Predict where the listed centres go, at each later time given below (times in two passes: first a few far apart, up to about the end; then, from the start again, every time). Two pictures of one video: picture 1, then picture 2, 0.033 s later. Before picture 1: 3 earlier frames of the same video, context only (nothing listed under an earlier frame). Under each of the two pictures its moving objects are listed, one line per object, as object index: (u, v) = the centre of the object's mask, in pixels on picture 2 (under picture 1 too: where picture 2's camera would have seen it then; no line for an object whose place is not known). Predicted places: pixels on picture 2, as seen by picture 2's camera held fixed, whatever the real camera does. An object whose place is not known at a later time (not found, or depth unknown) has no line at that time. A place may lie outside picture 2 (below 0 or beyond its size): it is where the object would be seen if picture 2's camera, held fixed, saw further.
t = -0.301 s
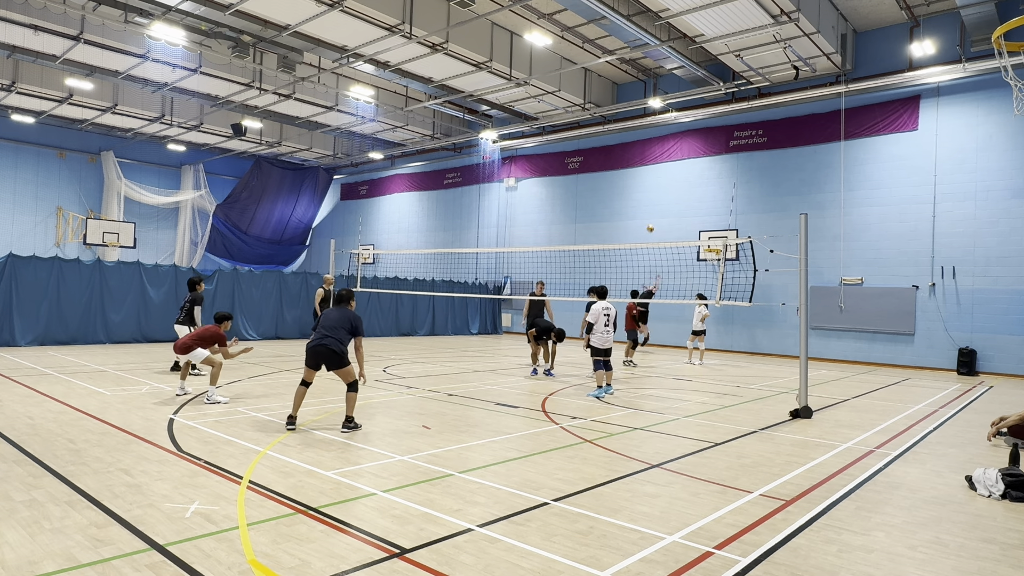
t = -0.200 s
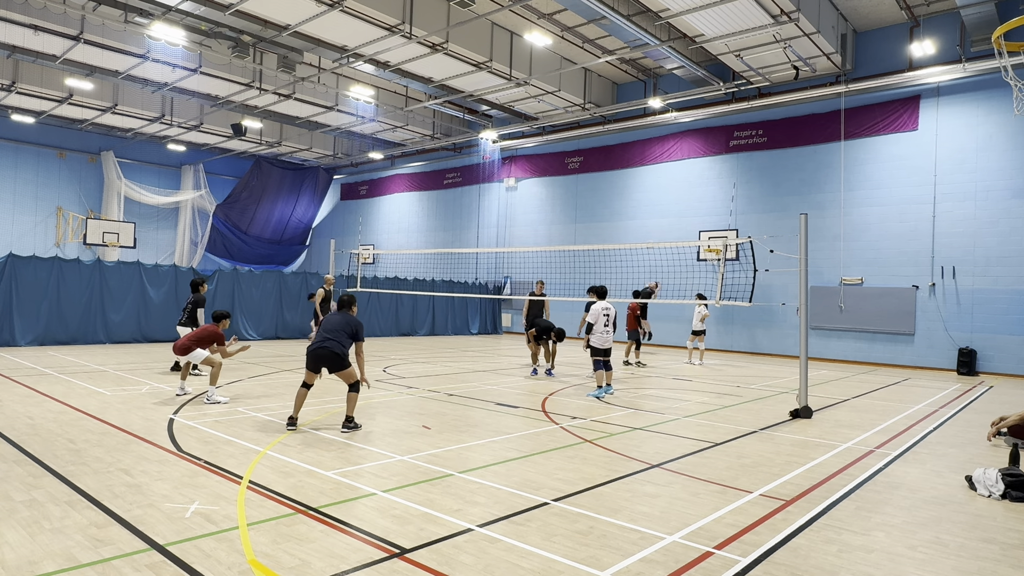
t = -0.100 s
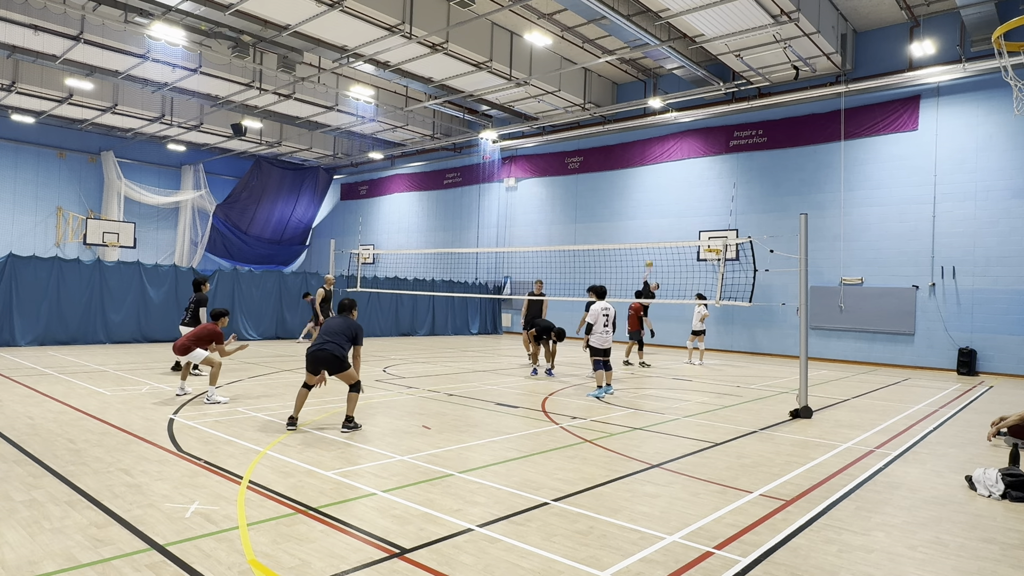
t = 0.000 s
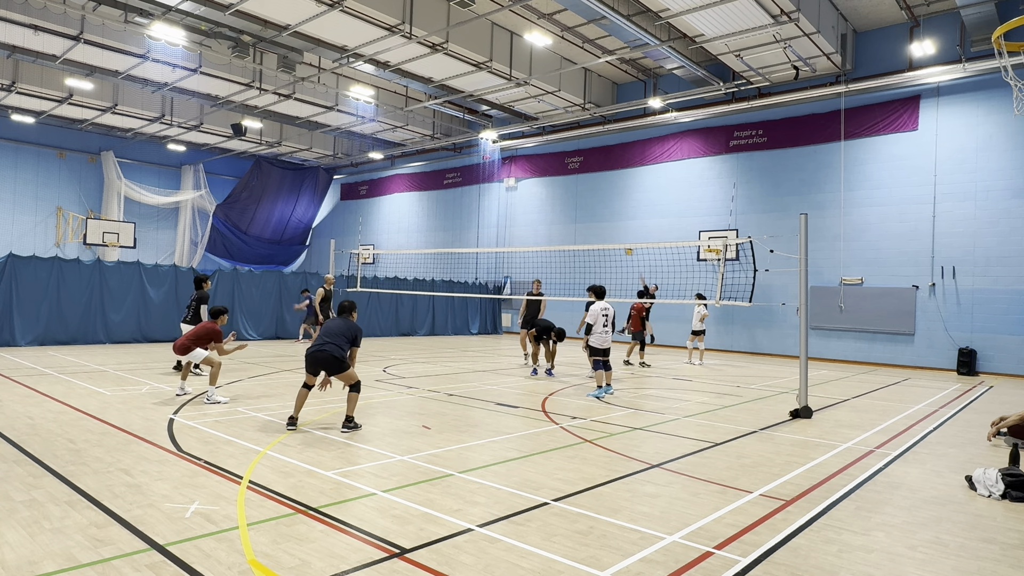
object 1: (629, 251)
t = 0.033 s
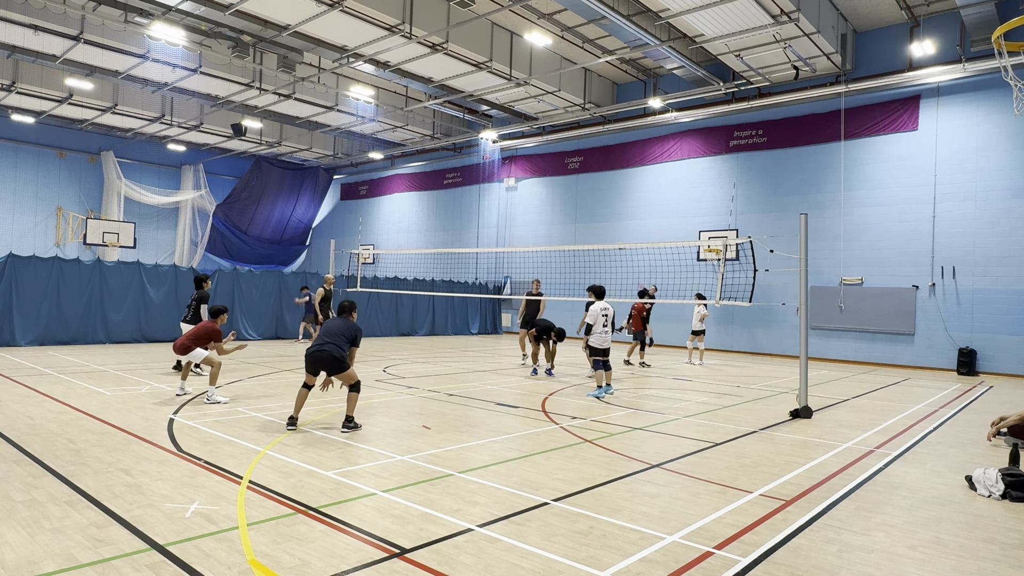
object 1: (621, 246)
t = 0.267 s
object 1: (555, 223)
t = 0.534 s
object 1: (442, 237)
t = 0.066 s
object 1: (612, 240)
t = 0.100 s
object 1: (604, 237)
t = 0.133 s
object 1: (595, 233)
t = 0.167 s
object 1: (586, 230)
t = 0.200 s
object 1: (576, 227)
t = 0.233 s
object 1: (565, 225)
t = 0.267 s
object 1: (555, 223)
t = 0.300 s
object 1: (543, 222)
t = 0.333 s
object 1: (532, 222)
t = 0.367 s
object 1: (518, 222)
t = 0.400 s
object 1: (505, 223)
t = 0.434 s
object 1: (491, 225)
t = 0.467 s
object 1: (475, 228)
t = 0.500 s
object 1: (459, 231)
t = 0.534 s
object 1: (442, 237)
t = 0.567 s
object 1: (422, 243)
